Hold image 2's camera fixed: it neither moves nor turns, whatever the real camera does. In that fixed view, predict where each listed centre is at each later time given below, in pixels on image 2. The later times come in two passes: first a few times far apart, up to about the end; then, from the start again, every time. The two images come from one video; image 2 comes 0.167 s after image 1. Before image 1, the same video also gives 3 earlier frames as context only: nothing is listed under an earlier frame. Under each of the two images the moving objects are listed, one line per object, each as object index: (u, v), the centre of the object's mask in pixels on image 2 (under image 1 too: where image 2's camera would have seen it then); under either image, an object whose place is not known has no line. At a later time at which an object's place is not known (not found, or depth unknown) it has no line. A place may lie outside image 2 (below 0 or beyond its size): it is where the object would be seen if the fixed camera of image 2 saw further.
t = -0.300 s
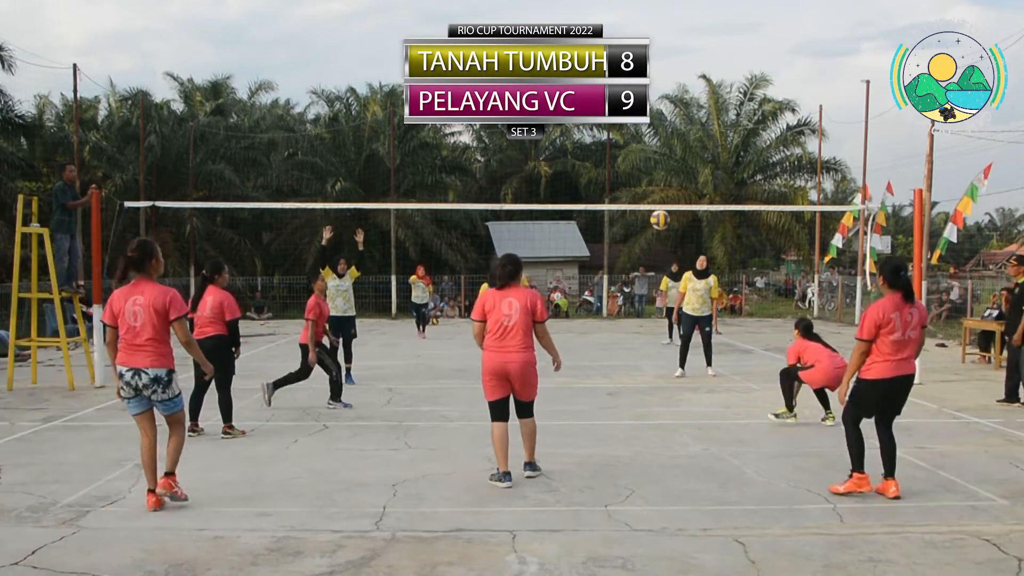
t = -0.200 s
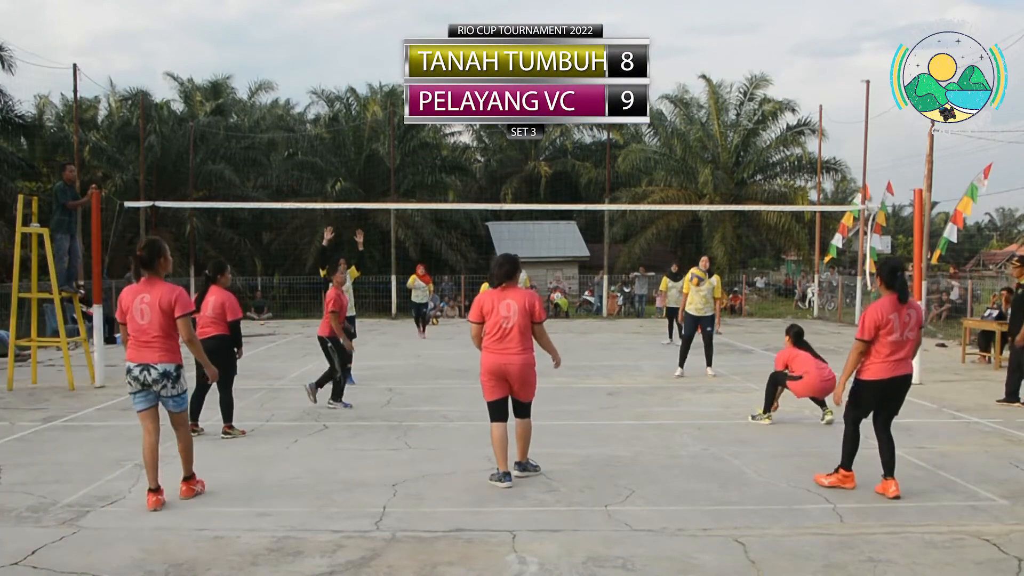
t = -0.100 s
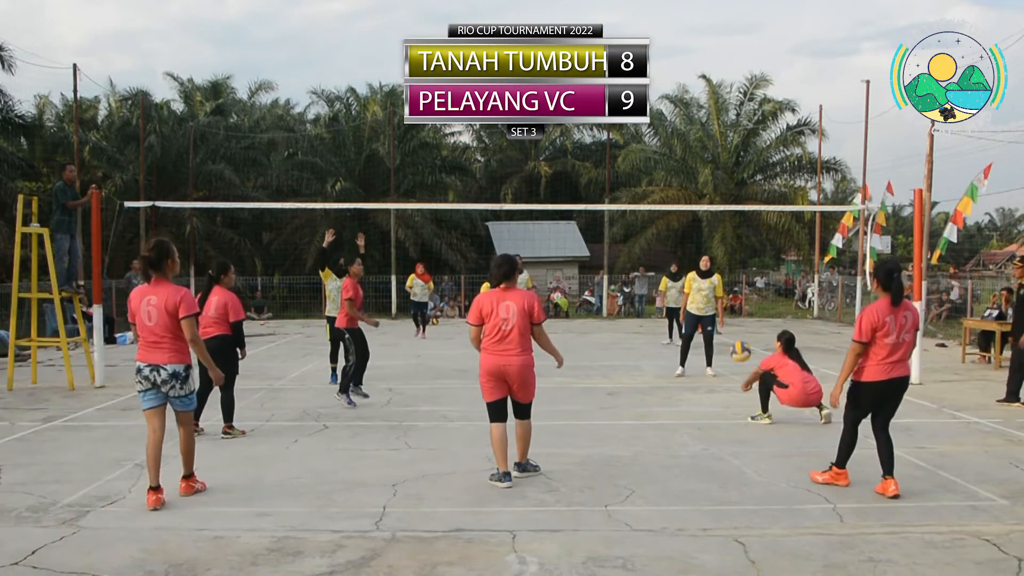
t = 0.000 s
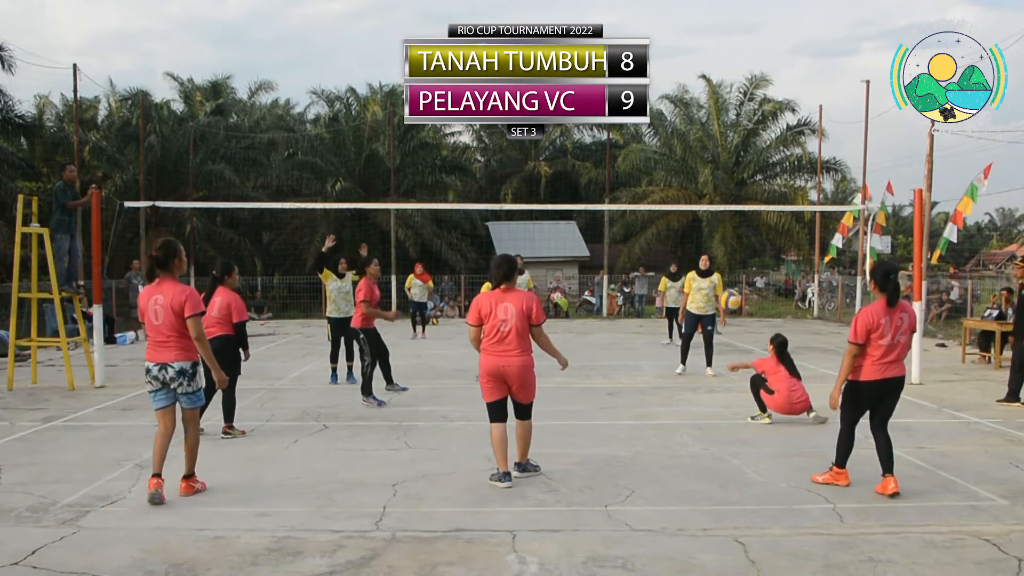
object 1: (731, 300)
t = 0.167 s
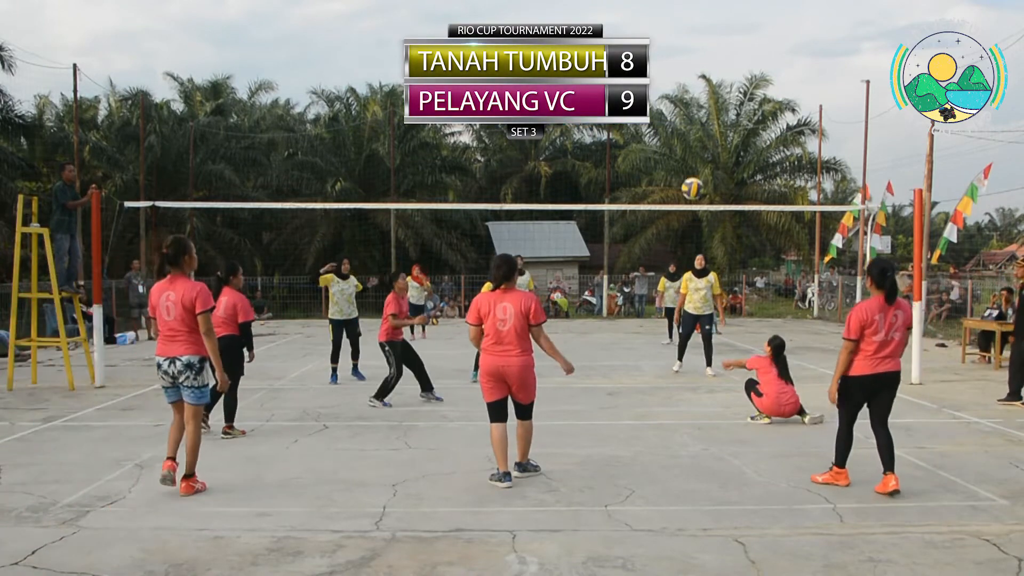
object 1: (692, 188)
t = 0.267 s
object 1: (670, 136)
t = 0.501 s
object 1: (621, 55)
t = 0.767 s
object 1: (566, 27)
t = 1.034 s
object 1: (514, 66)
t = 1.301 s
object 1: (465, 169)
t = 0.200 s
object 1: (685, 169)
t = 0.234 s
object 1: (678, 152)
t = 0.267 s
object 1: (670, 136)
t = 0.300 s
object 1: (663, 121)
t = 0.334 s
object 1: (656, 107)
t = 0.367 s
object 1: (649, 94)
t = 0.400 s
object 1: (642, 83)
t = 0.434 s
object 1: (635, 72)
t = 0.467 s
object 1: (628, 63)
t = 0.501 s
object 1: (621, 55)
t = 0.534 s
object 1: (614, 47)
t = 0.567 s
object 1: (607, 41)
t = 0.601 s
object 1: (600, 36)
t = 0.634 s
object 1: (593, 32)
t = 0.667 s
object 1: (587, 29)
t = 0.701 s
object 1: (580, 27)
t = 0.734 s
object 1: (573, 27)
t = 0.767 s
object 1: (566, 27)
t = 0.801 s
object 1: (560, 28)
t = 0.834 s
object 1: (553, 31)
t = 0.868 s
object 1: (547, 34)
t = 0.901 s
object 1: (540, 38)
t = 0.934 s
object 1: (534, 44)
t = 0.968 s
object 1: (527, 51)
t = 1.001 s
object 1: (521, 57)
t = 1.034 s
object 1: (514, 66)
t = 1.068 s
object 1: (507, 76)
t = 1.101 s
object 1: (502, 85)
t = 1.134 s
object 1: (496, 97)
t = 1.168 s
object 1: (489, 110)
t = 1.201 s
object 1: (483, 123)
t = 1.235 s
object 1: (477, 137)
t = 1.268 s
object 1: (471, 153)
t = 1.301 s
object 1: (465, 169)
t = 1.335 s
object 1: (459, 186)
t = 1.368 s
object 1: (453, 204)
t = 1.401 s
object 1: (448, 223)
